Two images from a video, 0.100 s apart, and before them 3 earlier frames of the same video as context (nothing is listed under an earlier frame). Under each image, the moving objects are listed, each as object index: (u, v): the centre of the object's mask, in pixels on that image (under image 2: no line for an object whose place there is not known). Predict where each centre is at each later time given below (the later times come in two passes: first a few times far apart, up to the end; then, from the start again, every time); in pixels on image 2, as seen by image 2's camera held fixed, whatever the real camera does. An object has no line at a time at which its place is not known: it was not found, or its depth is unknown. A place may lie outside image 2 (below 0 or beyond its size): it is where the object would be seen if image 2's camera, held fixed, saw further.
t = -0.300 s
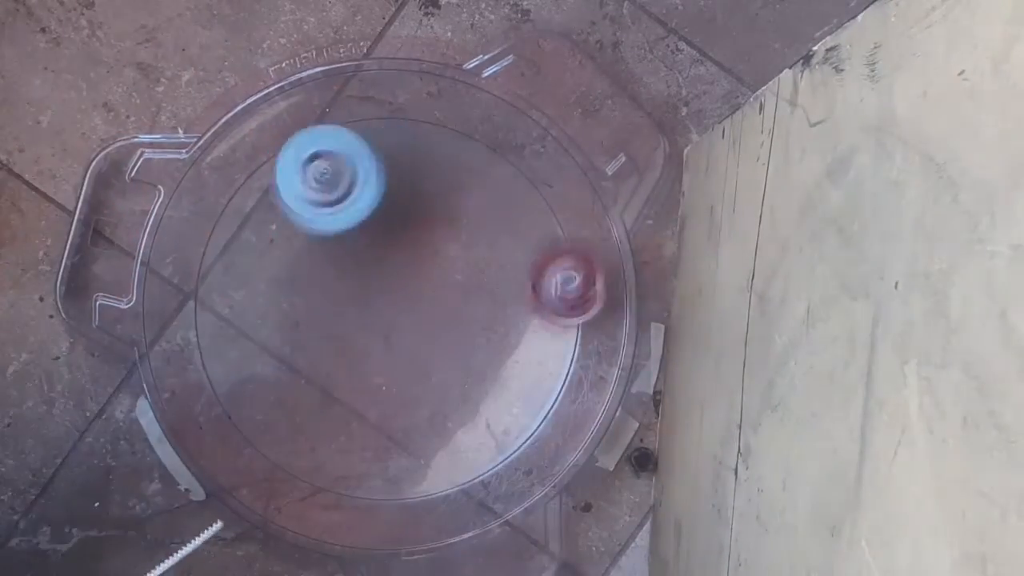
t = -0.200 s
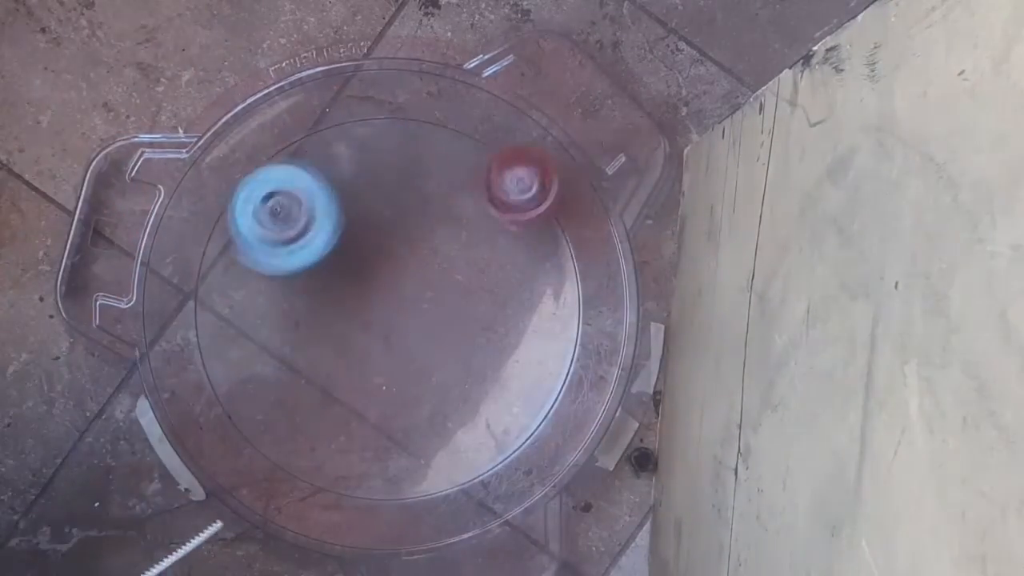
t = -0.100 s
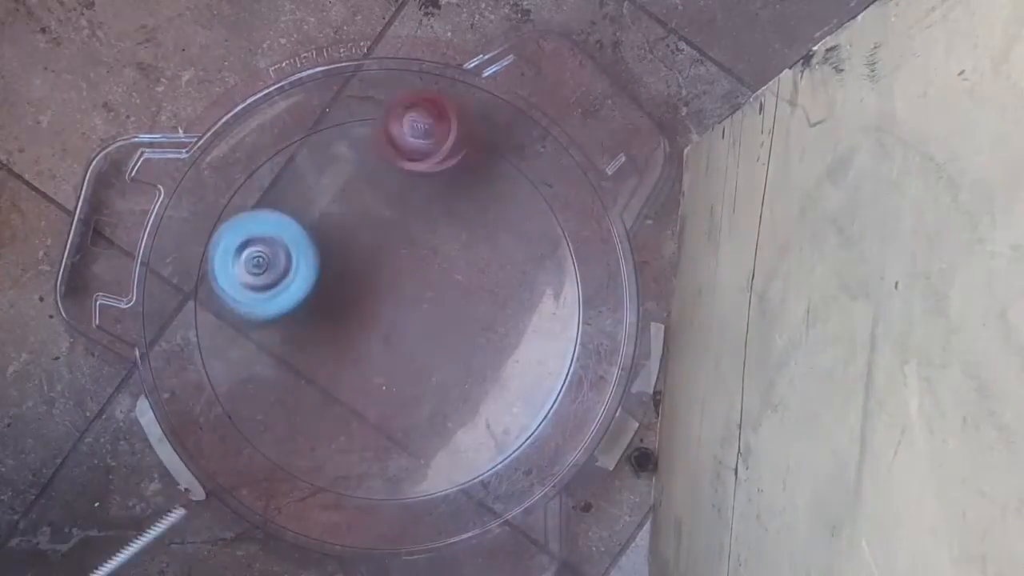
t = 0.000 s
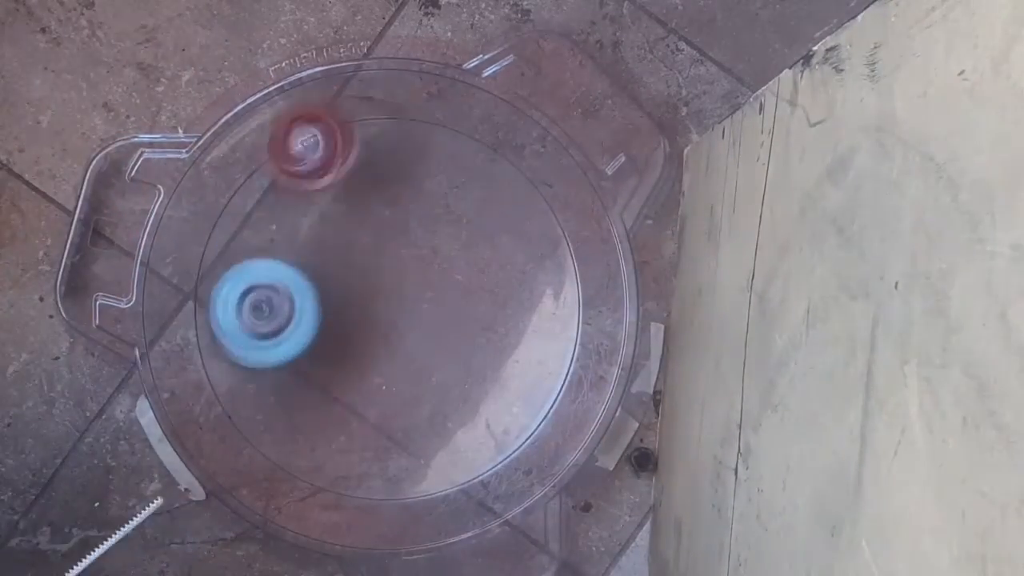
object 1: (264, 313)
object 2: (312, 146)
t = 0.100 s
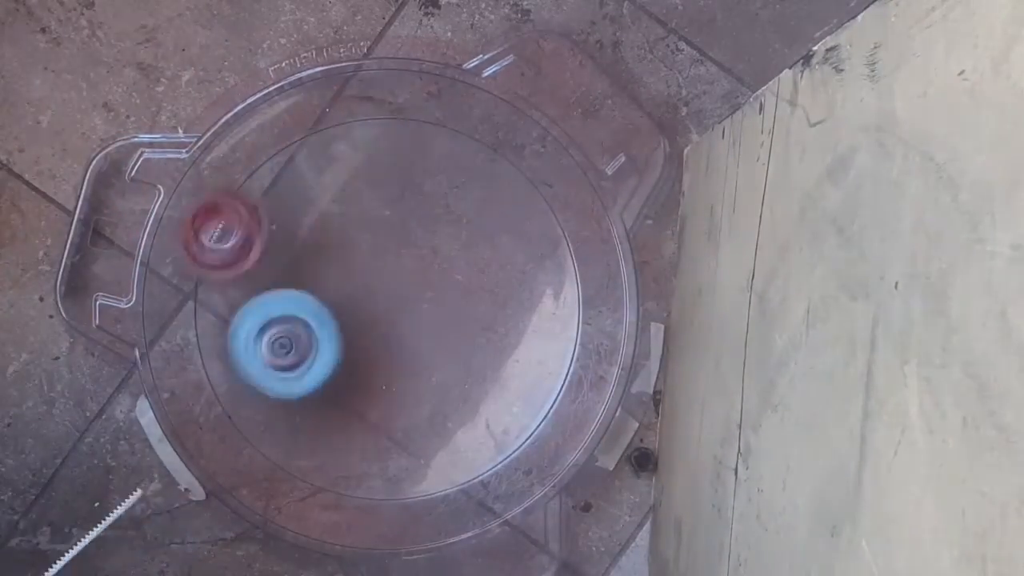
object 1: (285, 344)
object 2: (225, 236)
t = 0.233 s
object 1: (326, 373)
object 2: (222, 397)
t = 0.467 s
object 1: (411, 343)
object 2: (455, 474)
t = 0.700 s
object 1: (425, 273)
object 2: (540, 250)
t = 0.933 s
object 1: (393, 245)
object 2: (334, 132)
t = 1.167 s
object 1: (361, 265)
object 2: (209, 320)
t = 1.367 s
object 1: (359, 305)
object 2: (355, 457)
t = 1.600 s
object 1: (367, 337)
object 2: (546, 326)
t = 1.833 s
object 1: (381, 348)
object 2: (443, 140)
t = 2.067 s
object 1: (400, 327)
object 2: (243, 222)
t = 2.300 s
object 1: (397, 293)
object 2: (300, 446)
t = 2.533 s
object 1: (382, 270)
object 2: (522, 427)
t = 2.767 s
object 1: (363, 277)
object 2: (532, 214)
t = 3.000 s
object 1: (366, 303)
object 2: (319, 146)
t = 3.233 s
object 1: (381, 332)
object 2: (201, 338)
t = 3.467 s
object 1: (409, 333)
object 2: (374, 474)
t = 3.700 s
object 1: (406, 309)
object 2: (539, 346)
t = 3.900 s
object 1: (382, 287)
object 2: (501, 172)
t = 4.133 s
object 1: (356, 280)
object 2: (297, 152)
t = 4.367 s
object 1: (345, 295)
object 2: (231, 353)
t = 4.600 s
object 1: (368, 318)
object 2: (402, 470)
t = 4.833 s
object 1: (394, 329)
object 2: (550, 348)
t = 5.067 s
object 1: (408, 323)
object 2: (465, 172)
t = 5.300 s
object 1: (397, 293)
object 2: (265, 191)
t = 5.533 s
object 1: (379, 291)
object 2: (228, 389)
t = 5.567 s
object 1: (370, 291)
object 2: (248, 412)
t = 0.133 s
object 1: (295, 357)
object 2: (209, 276)
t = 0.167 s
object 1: (304, 361)
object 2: (202, 317)
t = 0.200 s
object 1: (315, 372)
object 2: (206, 359)
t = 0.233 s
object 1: (326, 373)
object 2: (222, 397)
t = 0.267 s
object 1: (344, 379)
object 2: (245, 426)
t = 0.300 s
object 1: (354, 376)
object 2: (273, 457)
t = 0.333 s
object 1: (371, 375)
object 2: (304, 478)
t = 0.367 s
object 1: (379, 368)
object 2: (342, 491)
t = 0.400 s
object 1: (393, 362)
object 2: (380, 493)
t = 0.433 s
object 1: (399, 354)
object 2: (417, 489)
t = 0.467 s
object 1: (411, 343)
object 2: (455, 474)
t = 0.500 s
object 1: (414, 334)
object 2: (485, 454)
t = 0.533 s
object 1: (423, 320)
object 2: (511, 429)
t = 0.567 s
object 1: (424, 313)
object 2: (531, 395)
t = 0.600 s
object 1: (428, 298)
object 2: (545, 359)
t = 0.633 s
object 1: (427, 293)
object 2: (550, 321)
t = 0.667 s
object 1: (426, 278)
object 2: (549, 284)
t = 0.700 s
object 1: (425, 273)
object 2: (540, 250)
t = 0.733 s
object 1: (421, 262)
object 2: (524, 216)
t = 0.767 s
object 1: (420, 259)
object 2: (503, 187)
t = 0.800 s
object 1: (411, 251)
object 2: (475, 161)
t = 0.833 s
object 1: (411, 247)
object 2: (440, 140)
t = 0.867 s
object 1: (401, 246)
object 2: (404, 127)
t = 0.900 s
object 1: (401, 243)
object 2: (369, 122)
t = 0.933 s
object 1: (393, 245)
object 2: (334, 132)
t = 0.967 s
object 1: (390, 242)
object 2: (298, 148)
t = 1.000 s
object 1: (384, 247)
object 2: (271, 165)
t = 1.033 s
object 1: (380, 245)
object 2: (246, 190)
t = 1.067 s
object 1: (377, 253)
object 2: (227, 225)
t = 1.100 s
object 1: (369, 253)
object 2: (214, 253)
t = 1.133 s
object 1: (370, 261)
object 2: (209, 286)
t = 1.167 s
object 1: (361, 265)
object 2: (209, 320)
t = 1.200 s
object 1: (364, 269)
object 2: (216, 352)
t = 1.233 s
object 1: (357, 278)
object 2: (231, 384)
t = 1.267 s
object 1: (359, 280)
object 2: (254, 411)
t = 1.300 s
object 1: (356, 292)
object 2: (283, 435)
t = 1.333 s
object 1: (357, 293)
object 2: (317, 449)
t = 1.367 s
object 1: (359, 305)
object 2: (355, 457)
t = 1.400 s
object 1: (357, 305)
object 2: (394, 455)
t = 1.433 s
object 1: (363, 314)
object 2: (429, 449)
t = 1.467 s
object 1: (359, 318)
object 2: (464, 435)
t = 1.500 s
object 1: (366, 321)
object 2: (494, 413)
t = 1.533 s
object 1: (362, 329)
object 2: (518, 388)
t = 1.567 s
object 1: (366, 328)
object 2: (535, 356)
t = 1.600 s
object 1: (367, 337)
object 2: (546, 326)
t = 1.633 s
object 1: (366, 335)
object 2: (551, 292)
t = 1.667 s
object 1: (372, 340)
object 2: (550, 259)
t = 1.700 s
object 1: (369, 340)
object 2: (542, 223)
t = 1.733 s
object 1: (376, 341)
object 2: (528, 194)
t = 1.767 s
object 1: (374, 345)
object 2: (507, 168)
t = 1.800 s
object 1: (378, 342)
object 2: (477, 152)
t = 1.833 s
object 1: (381, 348)
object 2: (443, 140)
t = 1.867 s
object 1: (381, 343)
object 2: (414, 133)
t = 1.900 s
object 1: (389, 344)
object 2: (382, 131)
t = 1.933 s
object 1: (387, 342)
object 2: (349, 135)
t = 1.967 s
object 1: (394, 335)
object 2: (316, 143)
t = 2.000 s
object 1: (394, 337)
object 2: (287, 165)
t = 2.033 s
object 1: (395, 327)
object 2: (262, 190)
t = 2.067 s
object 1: (400, 327)
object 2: (243, 222)
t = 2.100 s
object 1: (396, 321)
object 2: (229, 256)
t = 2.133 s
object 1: (401, 315)
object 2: (224, 291)
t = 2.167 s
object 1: (398, 315)
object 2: (225, 326)
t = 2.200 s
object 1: (397, 305)
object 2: (235, 364)
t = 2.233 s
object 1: (400, 305)
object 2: (252, 395)
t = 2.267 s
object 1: (393, 299)
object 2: (271, 422)
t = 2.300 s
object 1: (397, 293)
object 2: (300, 446)
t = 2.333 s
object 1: (394, 293)
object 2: (331, 466)
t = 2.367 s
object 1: (391, 284)
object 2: (369, 477)
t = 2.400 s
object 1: (393, 285)
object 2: (401, 480)
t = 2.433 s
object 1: (386, 280)
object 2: (435, 476)
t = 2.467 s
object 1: (389, 275)
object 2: (467, 465)
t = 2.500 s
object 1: (385, 277)
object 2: (495, 450)
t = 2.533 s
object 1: (382, 270)
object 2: (522, 427)
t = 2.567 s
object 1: (384, 272)
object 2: (541, 399)
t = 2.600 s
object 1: (377, 272)
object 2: (555, 372)
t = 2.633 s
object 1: (377, 267)
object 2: (563, 343)
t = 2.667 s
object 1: (375, 273)
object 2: (565, 308)
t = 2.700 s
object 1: (368, 268)
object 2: (561, 273)
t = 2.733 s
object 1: (371, 270)
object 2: (551, 242)
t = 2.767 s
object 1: (363, 277)
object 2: (532, 214)
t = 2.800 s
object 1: (362, 275)
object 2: (510, 189)
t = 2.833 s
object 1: (363, 285)
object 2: (483, 168)
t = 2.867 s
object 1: (357, 288)
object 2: (452, 152)
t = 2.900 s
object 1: (361, 288)
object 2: (417, 143)
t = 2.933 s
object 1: (360, 300)
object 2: (385, 139)
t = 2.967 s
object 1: (359, 299)
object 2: (353, 139)
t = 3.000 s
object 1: (366, 303)
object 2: (319, 146)
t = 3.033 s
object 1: (365, 313)
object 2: (286, 159)
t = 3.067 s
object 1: (367, 312)
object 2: (254, 178)
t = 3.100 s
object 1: (374, 319)
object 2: (229, 204)
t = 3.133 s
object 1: (371, 324)
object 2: (213, 236)
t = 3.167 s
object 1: (377, 323)
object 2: (206, 267)
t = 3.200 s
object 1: (383, 331)
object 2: (200, 302)
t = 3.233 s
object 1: (381, 332)
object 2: (201, 338)
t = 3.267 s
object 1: (388, 330)
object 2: (209, 371)
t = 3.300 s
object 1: (392, 338)
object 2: (226, 402)
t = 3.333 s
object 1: (391, 336)
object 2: (247, 427)
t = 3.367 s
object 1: (399, 335)
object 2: (273, 448)
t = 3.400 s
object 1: (400, 340)
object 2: (301, 463)
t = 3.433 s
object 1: (400, 335)
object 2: (334, 473)
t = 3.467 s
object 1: (409, 333)
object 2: (374, 474)
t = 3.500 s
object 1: (408, 335)
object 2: (404, 469)
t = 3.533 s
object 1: (407, 326)
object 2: (432, 459)
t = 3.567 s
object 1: (414, 324)
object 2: (465, 446)
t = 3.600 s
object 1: (411, 323)
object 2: (491, 424)
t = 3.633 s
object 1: (408, 312)
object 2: (511, 400)
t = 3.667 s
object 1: (412, 310)
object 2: (528, 376)
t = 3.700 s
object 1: (406, 309)
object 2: (539, 346)
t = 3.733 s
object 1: (400, 299)
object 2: (548, 314)
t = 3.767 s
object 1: (401, 296)
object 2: (547, 283)
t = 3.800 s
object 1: (394, 297)
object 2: (543, 253)
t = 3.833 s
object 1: (387, 288)
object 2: (534, 223)
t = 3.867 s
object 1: (388, 284)
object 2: (521, 197)
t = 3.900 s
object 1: (382, 287)
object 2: (501, 172)
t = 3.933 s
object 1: (375, 281)
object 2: (478, 153)
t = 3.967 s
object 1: (376, 277)
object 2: (449, 137)
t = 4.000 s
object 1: (373, 282)
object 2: (423, 128)
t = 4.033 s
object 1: (365, 279)
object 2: (389, 125)
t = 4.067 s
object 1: (365, 275)
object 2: (353, 128)
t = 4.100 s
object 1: (363, 280)
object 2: (324, 138)
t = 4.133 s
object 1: (356, 280)
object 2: (297, 152)
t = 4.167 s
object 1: (356, 275)
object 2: (272, 170)
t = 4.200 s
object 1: (356, 281)
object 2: (250, 195)
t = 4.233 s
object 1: (349, 286)
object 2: (235, 226)
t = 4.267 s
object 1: (347, 282)
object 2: (224, 256)
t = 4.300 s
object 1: (353, 287)
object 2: (222, 287)
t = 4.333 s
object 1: (349, 297)
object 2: (221, 320)
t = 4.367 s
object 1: (345, 295)
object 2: (231, 353)
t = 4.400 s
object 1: (353, 296)
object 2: (245, 379)
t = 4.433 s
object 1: (356, 308)
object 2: (261, 409)
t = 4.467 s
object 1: (353, 310)
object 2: (284, 434)
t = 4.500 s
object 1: (357, 307)
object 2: (312, 450)
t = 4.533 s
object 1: (367, 313)
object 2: (337, 463)
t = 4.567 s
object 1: (368, 321)
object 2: (371, 471)
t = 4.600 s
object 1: (368, 318)
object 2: (402, 470)
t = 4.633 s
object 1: (379, 317)
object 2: (429, 468)
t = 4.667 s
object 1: (383, 326)
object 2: (462, 458)
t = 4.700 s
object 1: (382, 329)
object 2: (489, 442)
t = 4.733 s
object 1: (385, 324)
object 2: (508, 425)
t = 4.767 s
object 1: (394, 325)
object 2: (529, 399)
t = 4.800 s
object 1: (396, 330)
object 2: (541, 373)
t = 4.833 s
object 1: (394, 329)
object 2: (550, 348)
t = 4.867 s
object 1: (399, 322)
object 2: (554, 315)
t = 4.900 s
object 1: (407, 325)
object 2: (551, 287)
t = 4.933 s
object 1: (405, 328)
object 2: (542, 259)
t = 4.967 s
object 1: (401, 324)
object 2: (530, 232)
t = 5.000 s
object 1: (407, 316)
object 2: (511, 209)
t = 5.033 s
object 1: (413, 319)
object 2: (491, 186)
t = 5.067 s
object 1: (408, 323)
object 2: (465, 172)
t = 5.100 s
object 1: (400, 316)
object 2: (438, 157)
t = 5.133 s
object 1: (404, 306)
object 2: (406, 152)
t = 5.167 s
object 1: (408, 308)
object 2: (376, 152)
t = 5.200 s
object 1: (404, 312)
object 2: (347, 154)
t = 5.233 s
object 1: (393, 309)
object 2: (315, 164)
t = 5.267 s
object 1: (391, 298)
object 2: (289, 176)
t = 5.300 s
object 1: (397, 293)
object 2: (265, 191)
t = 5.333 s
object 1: (397, 297)
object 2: (241, 216)
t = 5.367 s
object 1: (389, 299)
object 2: (225, 242)
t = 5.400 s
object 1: (381, 292)
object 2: (215, 269)
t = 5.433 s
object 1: (381, 282)
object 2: (208, 300)
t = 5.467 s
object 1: (386, 281)
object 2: (210, 329)
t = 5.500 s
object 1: (385, 286)
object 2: (216, 360)
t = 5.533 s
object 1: (379, 291)
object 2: (228, 389)
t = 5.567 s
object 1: (370, 291)
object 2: (248, 412)
